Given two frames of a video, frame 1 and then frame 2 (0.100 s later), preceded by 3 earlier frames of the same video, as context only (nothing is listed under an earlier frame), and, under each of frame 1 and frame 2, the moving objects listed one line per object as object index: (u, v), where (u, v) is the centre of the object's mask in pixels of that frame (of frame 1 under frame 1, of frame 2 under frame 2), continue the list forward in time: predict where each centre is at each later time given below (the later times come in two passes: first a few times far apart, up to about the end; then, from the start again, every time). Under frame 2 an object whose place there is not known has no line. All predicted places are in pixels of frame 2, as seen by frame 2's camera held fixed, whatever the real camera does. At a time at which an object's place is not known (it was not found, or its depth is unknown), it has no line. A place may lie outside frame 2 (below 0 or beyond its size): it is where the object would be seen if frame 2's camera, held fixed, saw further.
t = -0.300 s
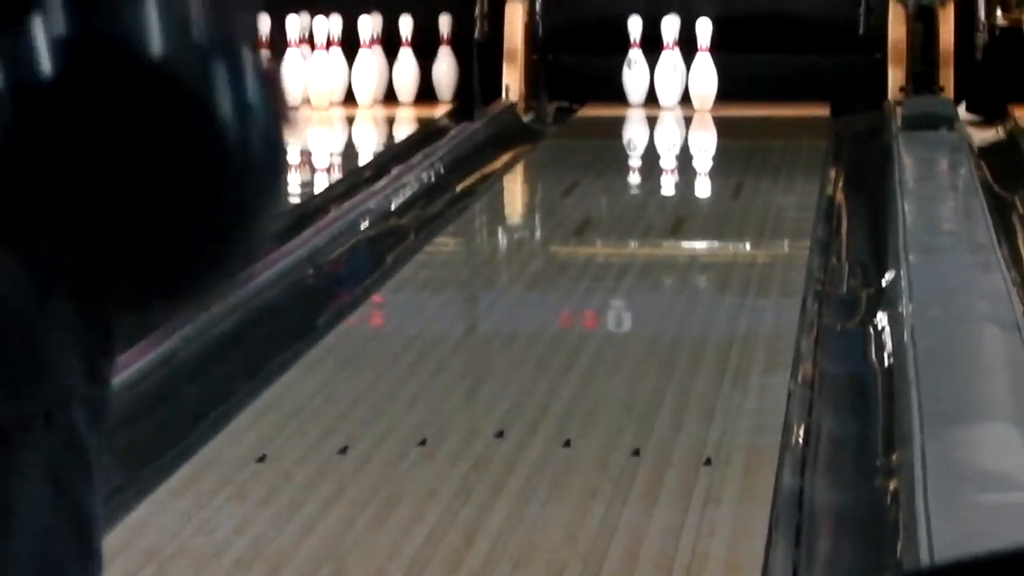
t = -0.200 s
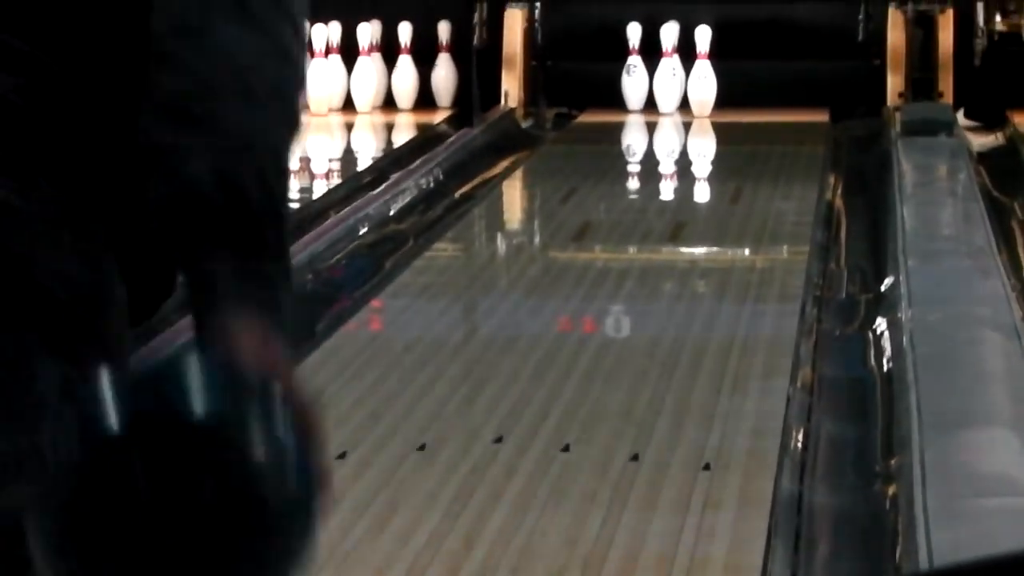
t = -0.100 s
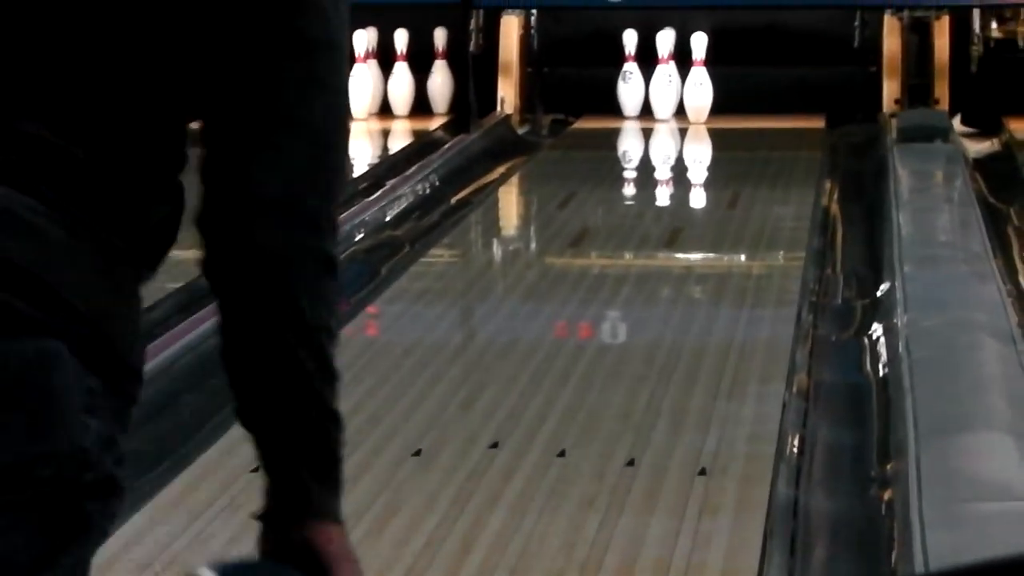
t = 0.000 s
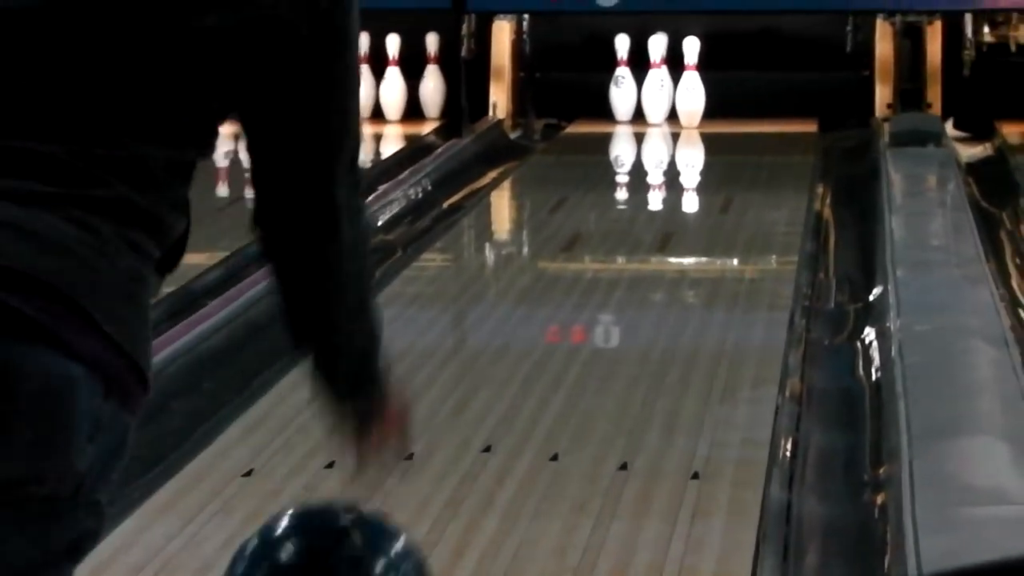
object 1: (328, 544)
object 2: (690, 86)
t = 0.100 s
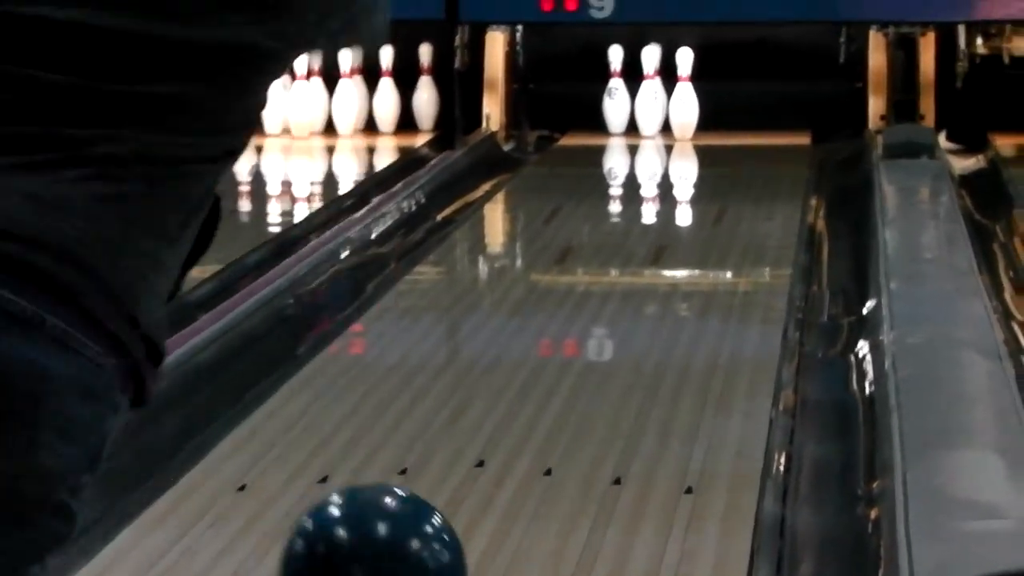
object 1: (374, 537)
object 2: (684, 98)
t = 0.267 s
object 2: (677, 94)
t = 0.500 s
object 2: (678, 95)
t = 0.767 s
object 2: (679, 97)
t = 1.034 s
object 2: (681, 104)
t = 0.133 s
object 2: (679, 98)
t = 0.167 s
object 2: (679, 99)
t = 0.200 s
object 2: (676, 94)
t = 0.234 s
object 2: (678, 96)
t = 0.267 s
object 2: (677, 94)
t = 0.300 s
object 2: (677, 94)
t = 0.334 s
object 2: (679, 96)
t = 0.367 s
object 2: (678, 95)
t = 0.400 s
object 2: (678, 95)
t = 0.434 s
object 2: (678, 96)
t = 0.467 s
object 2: (677, 96)
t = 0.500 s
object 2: (678, 95)
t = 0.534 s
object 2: (680, 94)
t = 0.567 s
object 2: (679, 96)
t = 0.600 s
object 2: (678, 97)
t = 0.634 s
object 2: (678, 96)
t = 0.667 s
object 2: (678, 96)
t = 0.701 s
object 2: (678, 97)
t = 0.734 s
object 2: (679, 96)
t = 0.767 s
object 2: (679, 97)
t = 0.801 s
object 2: (680, 96)
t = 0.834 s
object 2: (680, 96)
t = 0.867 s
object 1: (547, 315)
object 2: (680, 96)
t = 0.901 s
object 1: (551, 307)
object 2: (681, 98)
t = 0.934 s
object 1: (553, 298)
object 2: (680, 95)
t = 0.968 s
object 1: (557, 289)
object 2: (682, 96)
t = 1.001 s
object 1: (560, 282)
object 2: (679, 100)
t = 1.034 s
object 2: (681, 104)
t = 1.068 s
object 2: (681, 102)
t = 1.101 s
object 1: (569, 260)
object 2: (682, 99)
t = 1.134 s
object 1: (572, 254)
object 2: (682, 101)
